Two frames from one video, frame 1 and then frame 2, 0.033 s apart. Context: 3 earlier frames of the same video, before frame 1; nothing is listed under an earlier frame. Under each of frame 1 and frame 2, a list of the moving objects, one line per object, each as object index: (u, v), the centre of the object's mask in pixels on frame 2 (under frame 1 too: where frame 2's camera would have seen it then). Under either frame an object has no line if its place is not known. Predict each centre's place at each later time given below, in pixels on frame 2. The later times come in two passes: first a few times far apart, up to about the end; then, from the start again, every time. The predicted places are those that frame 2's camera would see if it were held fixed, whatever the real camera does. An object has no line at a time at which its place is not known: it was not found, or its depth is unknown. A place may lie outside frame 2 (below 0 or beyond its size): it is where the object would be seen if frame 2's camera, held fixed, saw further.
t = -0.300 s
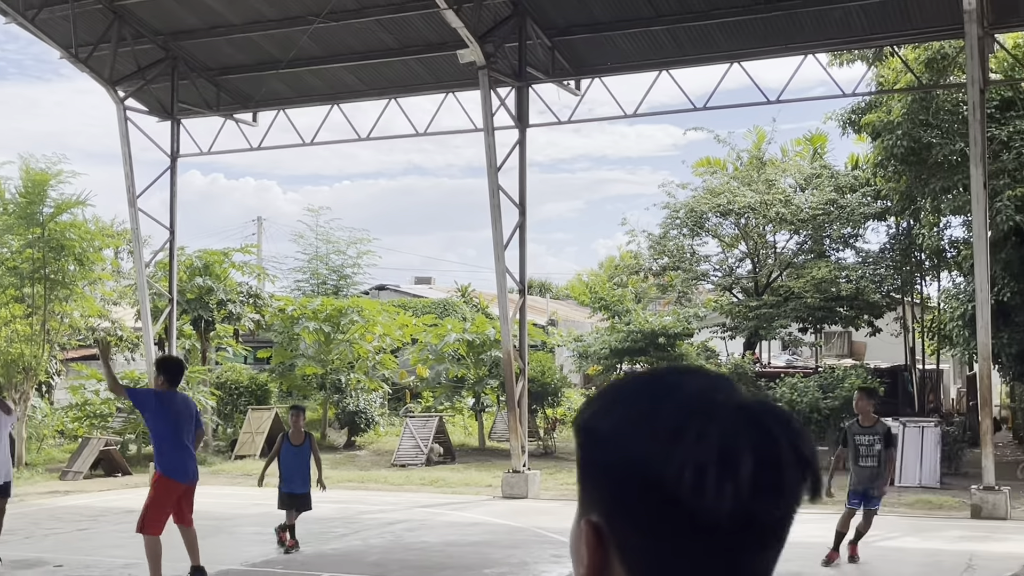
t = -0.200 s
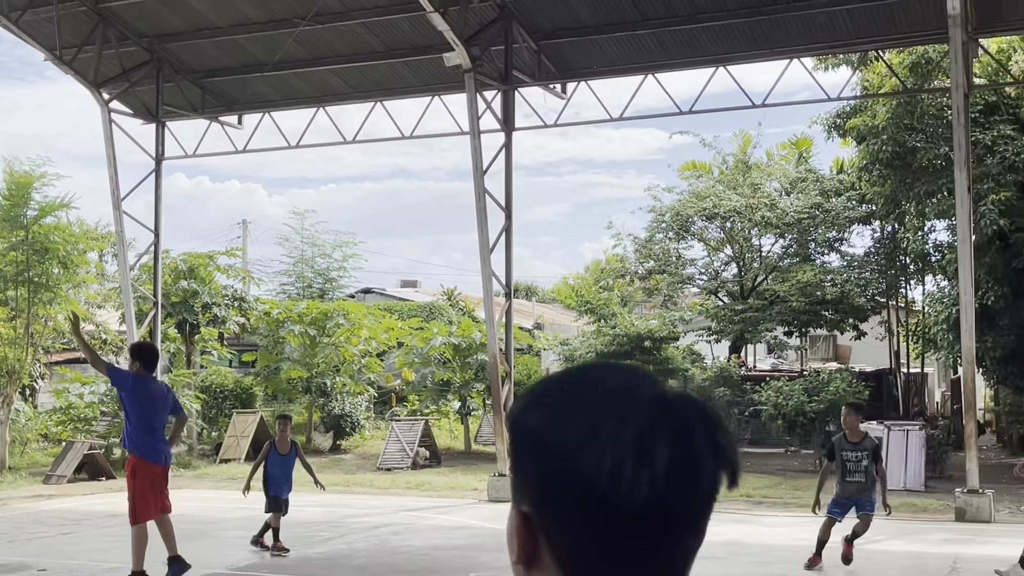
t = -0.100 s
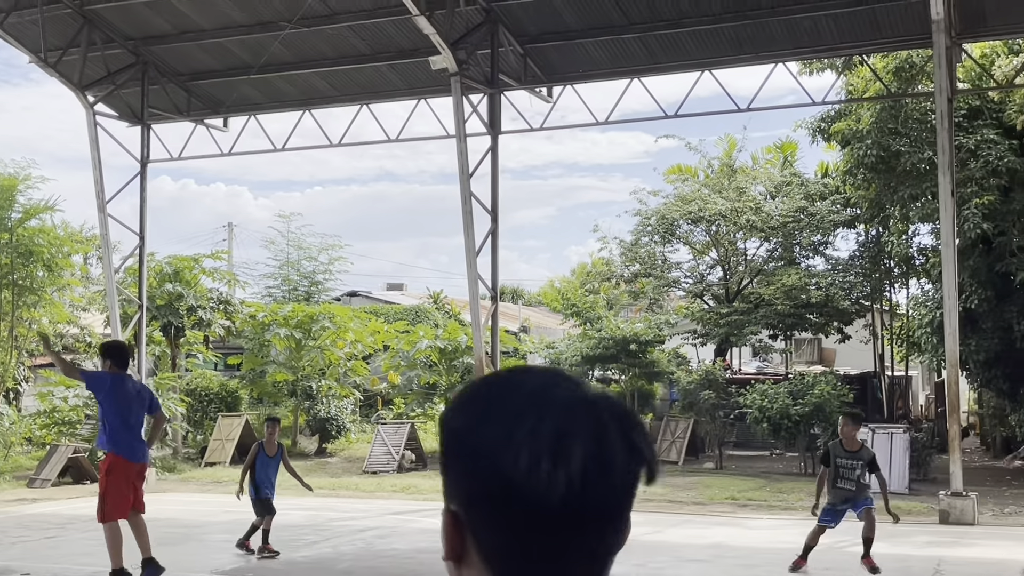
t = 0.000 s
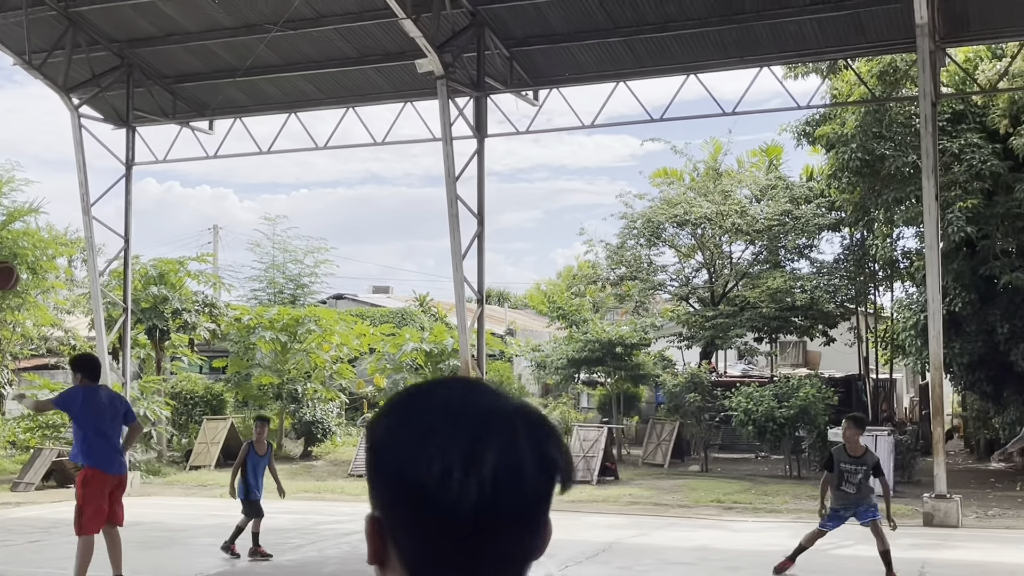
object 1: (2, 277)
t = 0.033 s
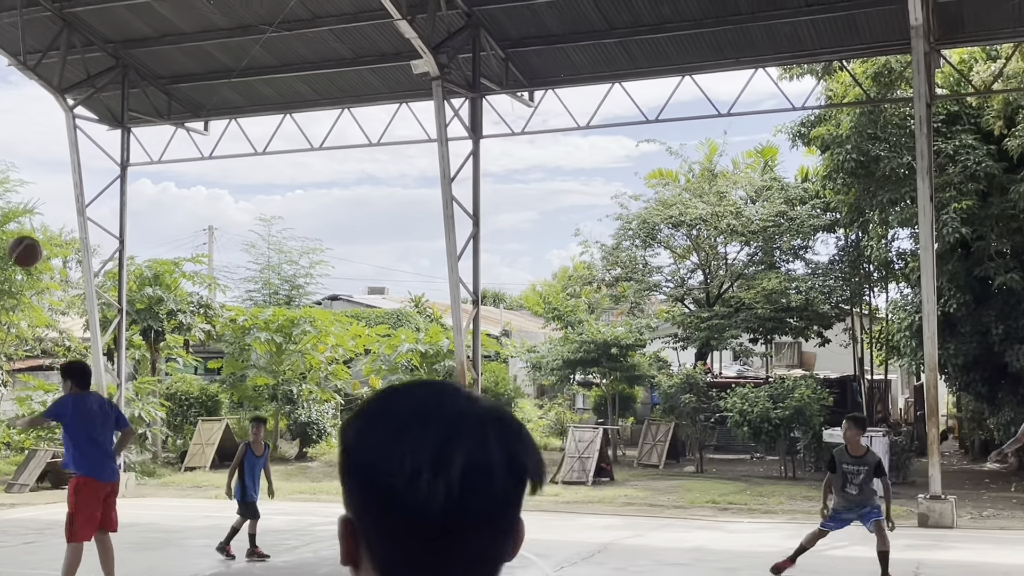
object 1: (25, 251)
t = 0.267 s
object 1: (217, 112)
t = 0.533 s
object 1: (427, 41)
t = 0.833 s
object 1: (642, 64)
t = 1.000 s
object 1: (774, 123)
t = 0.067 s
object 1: (53, 227)
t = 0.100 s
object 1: (81, 204)
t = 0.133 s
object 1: (109, 183)
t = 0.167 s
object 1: (136, 163)
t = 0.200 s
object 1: (163, 145)
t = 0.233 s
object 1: (190, 129)
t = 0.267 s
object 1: (217, 112)
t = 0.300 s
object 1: (244, 99)
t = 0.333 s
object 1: (269, 87)
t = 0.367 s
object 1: (296, 76)
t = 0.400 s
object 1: (322, 67)
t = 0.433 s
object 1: (348, 58)
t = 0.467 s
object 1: (374, 51)
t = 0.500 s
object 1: (401, 45)
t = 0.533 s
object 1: (427, 41)
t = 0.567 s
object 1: (453, 38)
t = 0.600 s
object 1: (478, 36)
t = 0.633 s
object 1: (504, 37)
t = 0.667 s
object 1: (530, 37)
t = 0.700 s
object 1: (554, 42)
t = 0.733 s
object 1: (567, 43)
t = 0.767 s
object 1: (592, 50)
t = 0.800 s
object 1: (618, 56)
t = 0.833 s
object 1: (642, 64)
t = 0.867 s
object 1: (669, 73)
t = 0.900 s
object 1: (695, 82)
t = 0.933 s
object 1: (722, 94)
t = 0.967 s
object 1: (747, 107)
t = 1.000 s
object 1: (774, 123)
